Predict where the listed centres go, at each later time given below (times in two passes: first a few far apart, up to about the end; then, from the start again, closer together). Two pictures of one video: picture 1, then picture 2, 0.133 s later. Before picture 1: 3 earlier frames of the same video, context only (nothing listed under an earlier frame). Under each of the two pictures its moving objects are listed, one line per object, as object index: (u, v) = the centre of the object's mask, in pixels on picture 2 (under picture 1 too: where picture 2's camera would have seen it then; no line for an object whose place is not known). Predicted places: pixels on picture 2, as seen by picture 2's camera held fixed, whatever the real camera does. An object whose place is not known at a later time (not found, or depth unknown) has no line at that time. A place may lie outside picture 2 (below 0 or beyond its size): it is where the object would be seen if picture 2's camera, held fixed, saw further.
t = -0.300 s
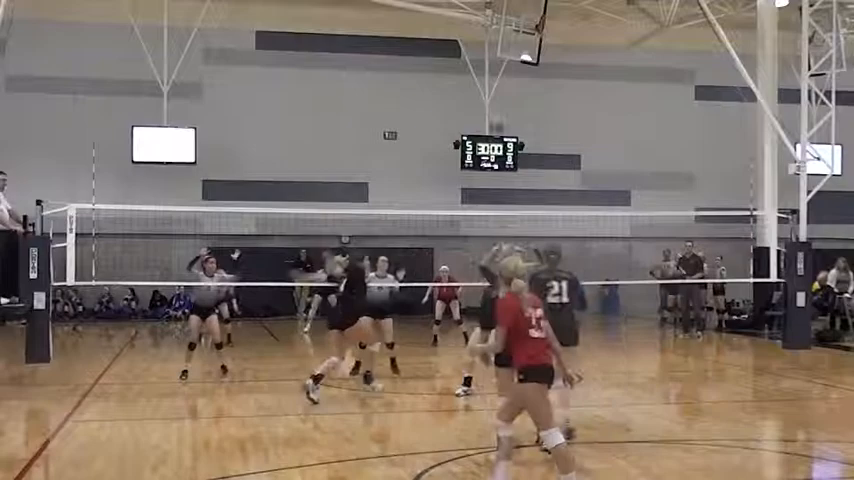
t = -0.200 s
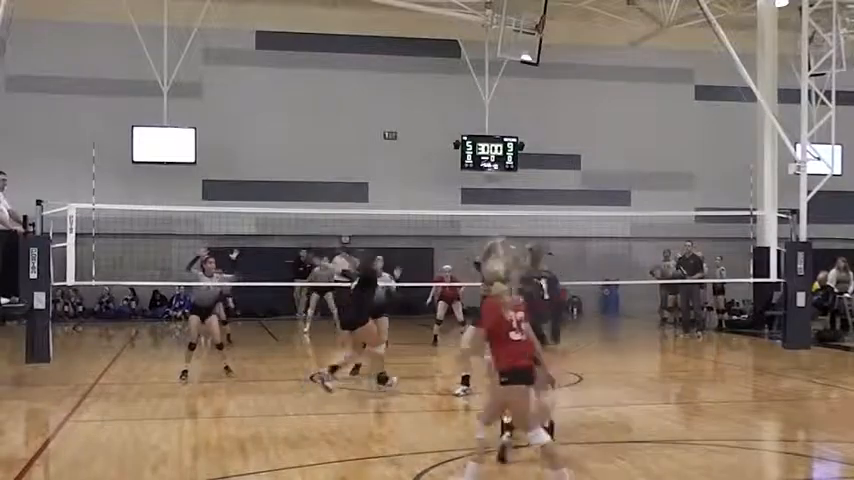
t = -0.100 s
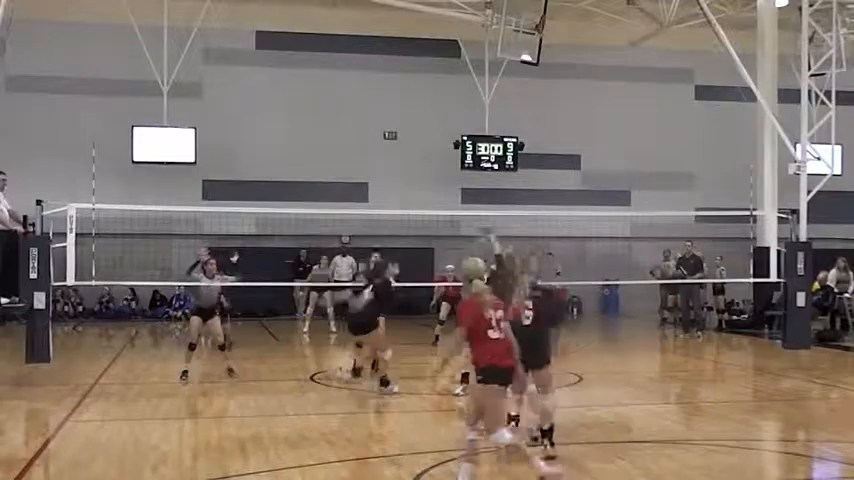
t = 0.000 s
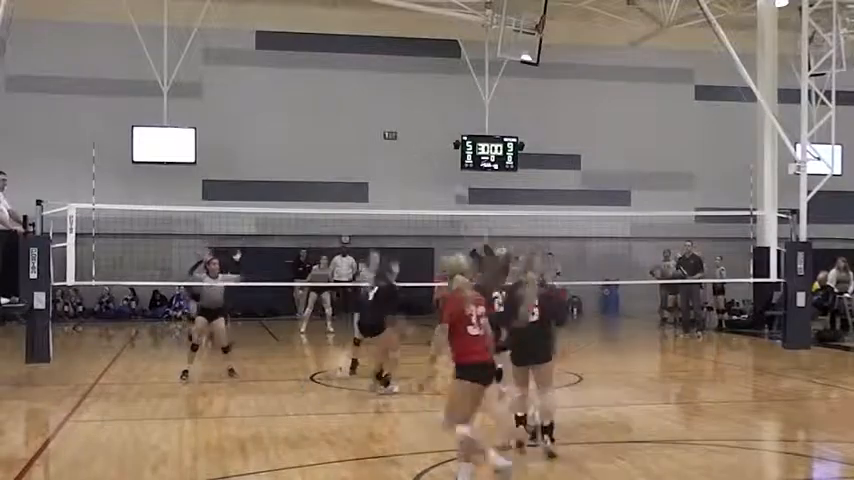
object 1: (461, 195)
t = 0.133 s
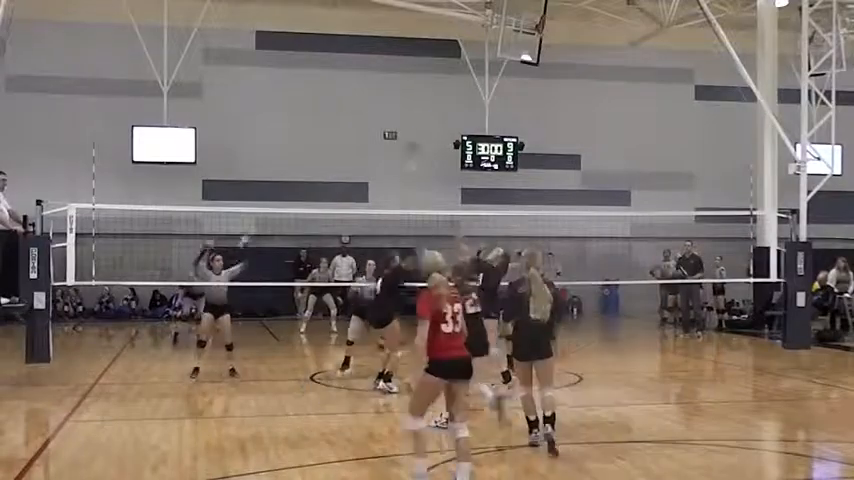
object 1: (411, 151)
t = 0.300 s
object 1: (355, 94)
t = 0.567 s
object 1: (268, 66)
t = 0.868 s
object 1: (170, 105)
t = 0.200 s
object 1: (391, 120)
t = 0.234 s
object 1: (378, 109)
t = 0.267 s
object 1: (369, 101)
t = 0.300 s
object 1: (355, 94)
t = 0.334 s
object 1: (347, 88)
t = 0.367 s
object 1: (335, 79)
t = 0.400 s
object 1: (323, 75)
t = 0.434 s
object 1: (313, 71)
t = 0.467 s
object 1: (299, 69)
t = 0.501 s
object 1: (293, 69)
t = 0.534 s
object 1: (279, 66)
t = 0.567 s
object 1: (268, 66)
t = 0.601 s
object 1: (257, 66)
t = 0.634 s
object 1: (246, 68)
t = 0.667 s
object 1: (235, 70)
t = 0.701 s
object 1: (222, 72)
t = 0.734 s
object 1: (210, 78)
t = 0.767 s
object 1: (203, 83)
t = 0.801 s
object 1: (192, 89)
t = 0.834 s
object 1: (180, 96)
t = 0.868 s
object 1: (170, 105)
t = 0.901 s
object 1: (161, 115)
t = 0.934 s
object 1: (149, 124)
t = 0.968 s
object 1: (136, 136)
